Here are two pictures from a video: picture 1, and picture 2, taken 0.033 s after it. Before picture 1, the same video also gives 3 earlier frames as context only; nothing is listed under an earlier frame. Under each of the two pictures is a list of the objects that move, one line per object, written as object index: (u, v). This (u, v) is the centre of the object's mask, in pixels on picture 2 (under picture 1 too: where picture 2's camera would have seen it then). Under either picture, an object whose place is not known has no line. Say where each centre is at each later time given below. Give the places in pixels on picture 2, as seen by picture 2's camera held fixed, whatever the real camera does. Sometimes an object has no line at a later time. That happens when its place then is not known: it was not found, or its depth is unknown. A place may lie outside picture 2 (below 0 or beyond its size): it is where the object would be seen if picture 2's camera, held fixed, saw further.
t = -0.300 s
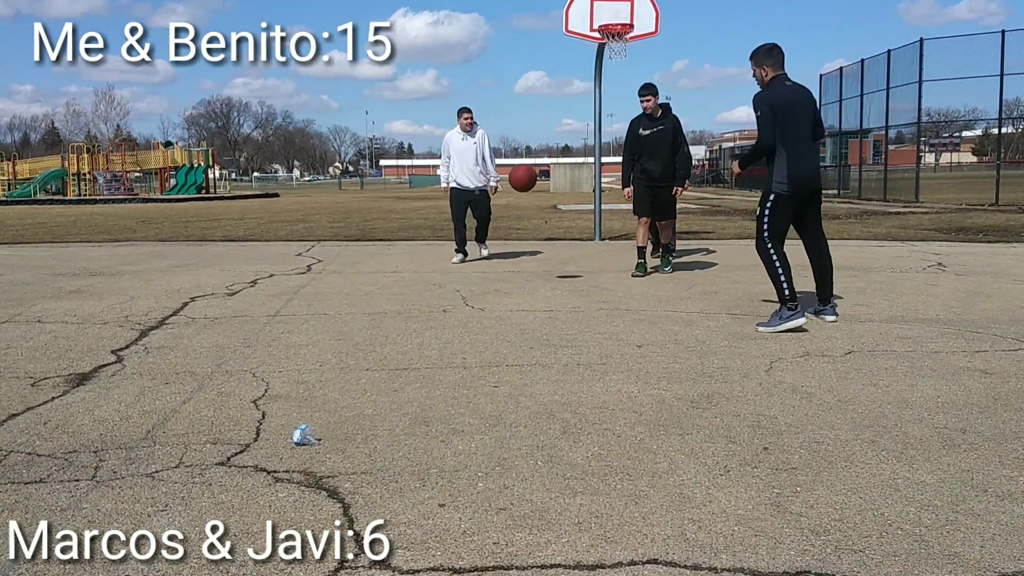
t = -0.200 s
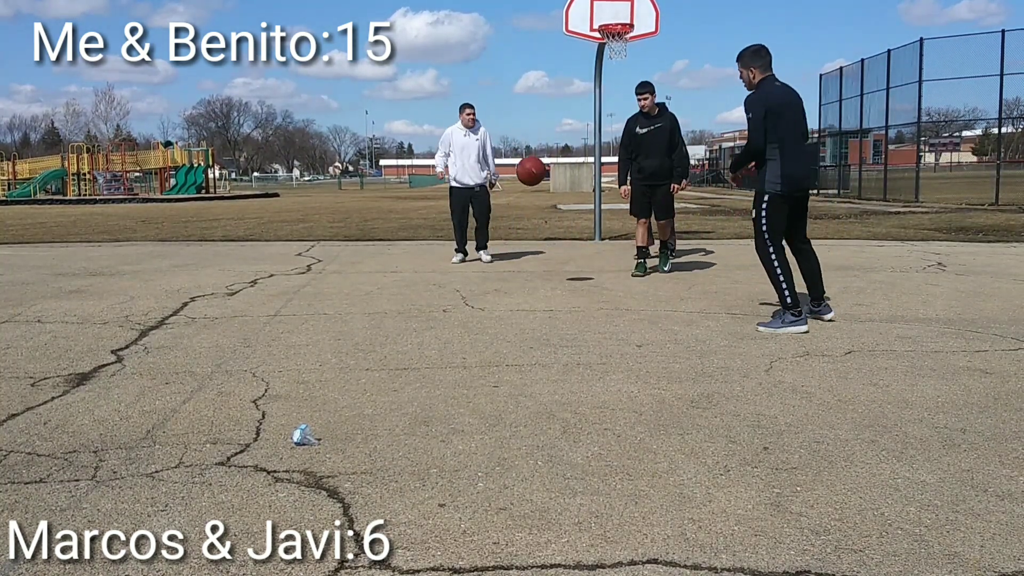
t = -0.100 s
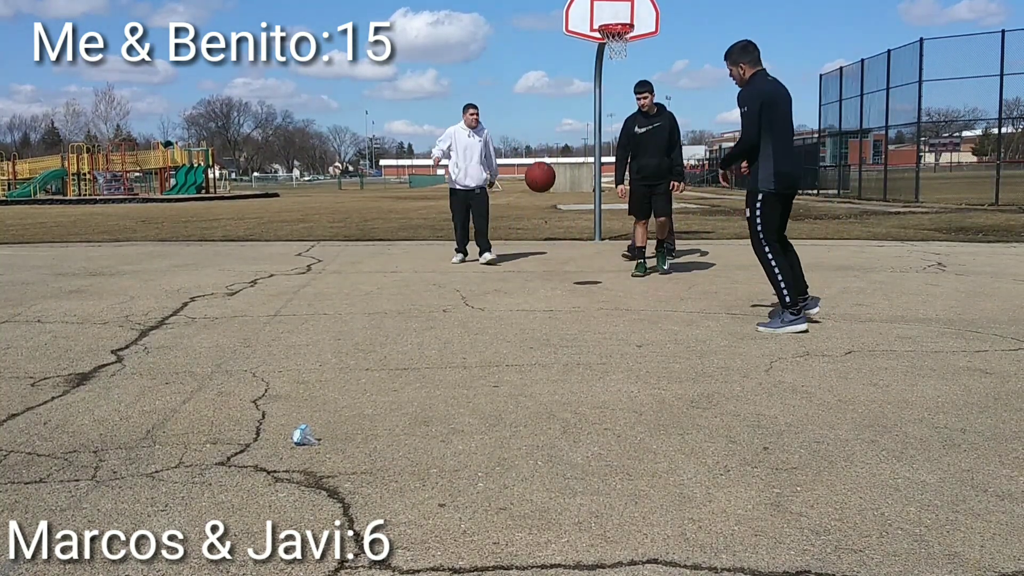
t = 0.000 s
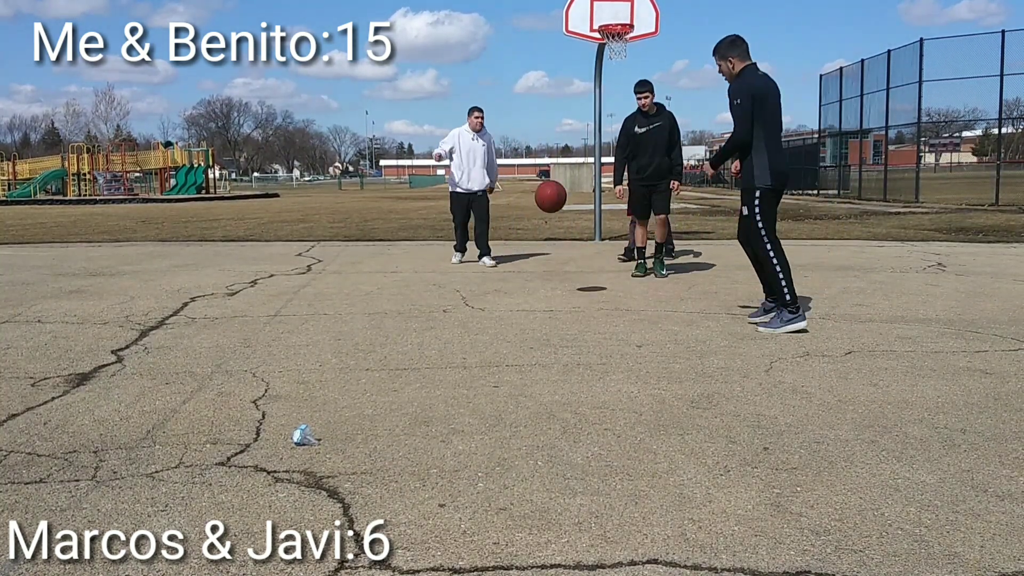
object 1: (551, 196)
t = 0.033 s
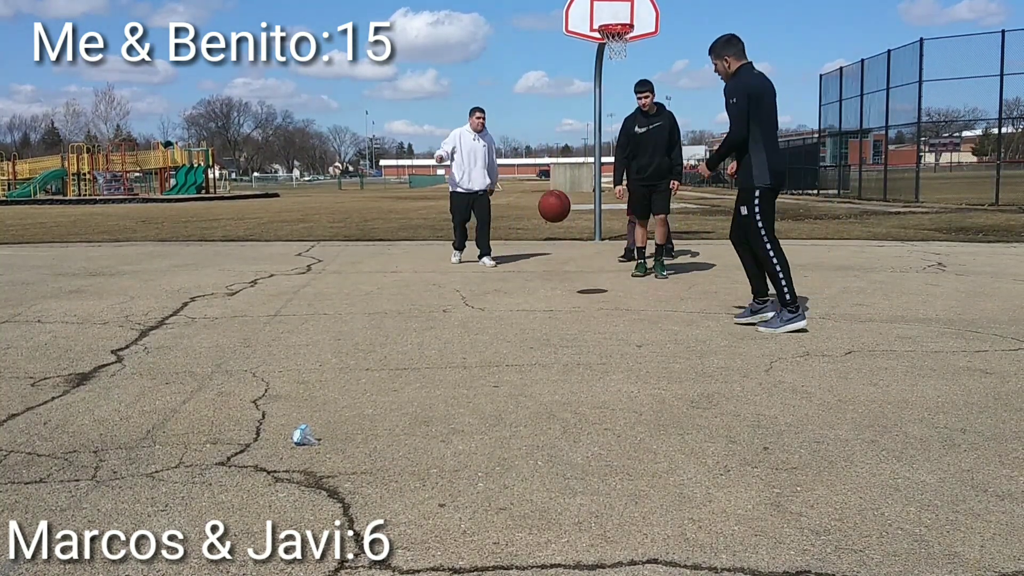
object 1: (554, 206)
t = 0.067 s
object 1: (558, 218)
